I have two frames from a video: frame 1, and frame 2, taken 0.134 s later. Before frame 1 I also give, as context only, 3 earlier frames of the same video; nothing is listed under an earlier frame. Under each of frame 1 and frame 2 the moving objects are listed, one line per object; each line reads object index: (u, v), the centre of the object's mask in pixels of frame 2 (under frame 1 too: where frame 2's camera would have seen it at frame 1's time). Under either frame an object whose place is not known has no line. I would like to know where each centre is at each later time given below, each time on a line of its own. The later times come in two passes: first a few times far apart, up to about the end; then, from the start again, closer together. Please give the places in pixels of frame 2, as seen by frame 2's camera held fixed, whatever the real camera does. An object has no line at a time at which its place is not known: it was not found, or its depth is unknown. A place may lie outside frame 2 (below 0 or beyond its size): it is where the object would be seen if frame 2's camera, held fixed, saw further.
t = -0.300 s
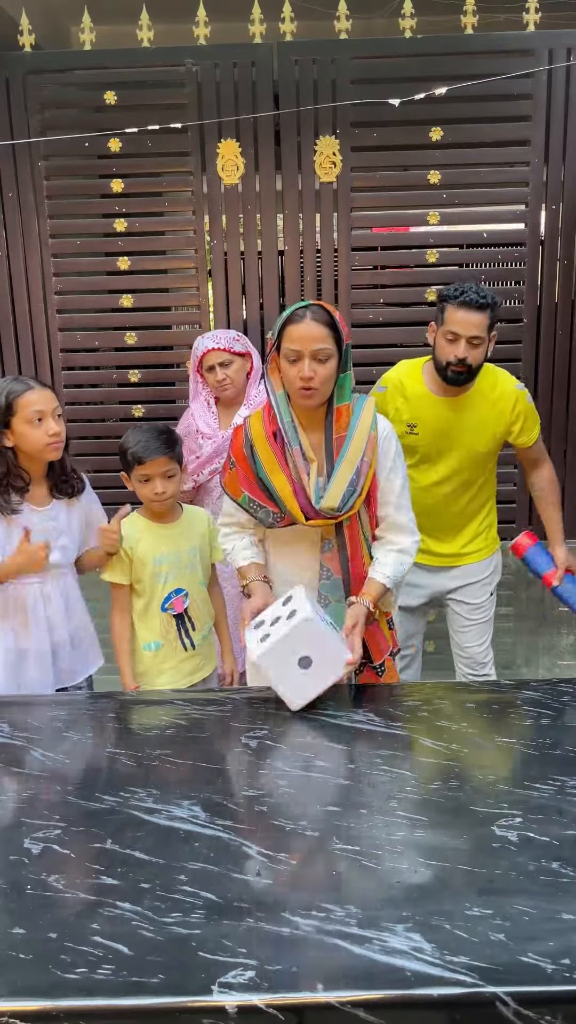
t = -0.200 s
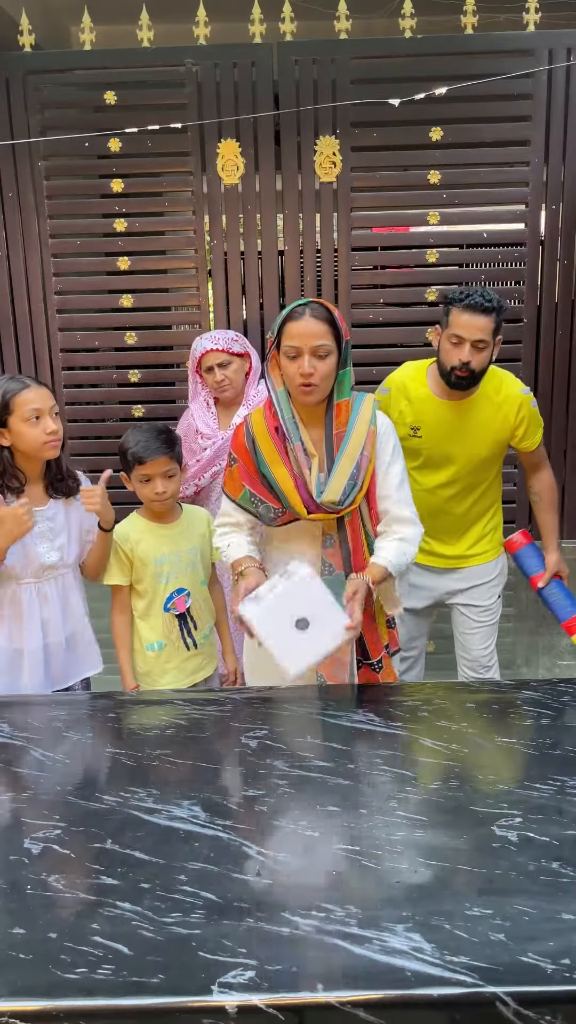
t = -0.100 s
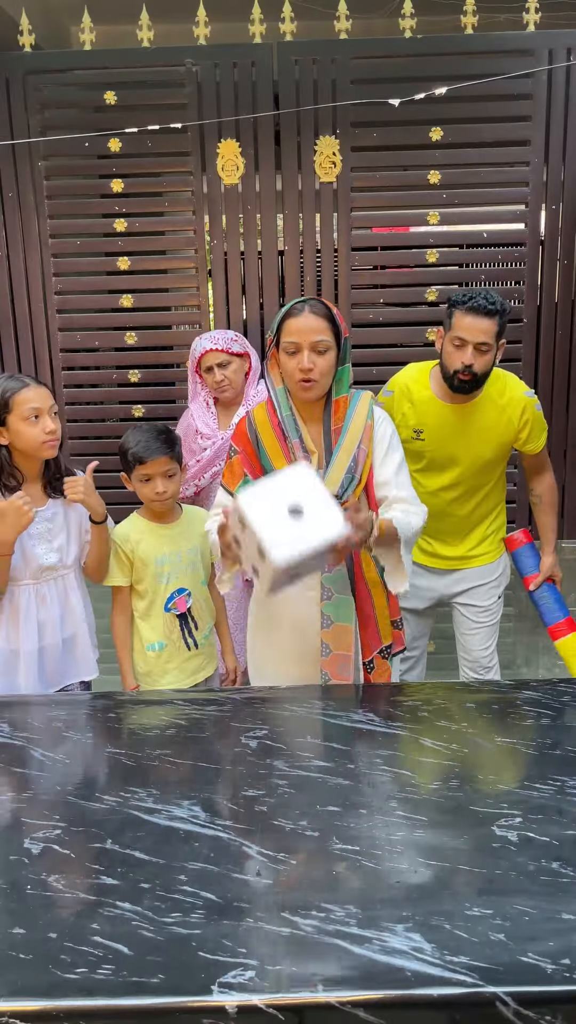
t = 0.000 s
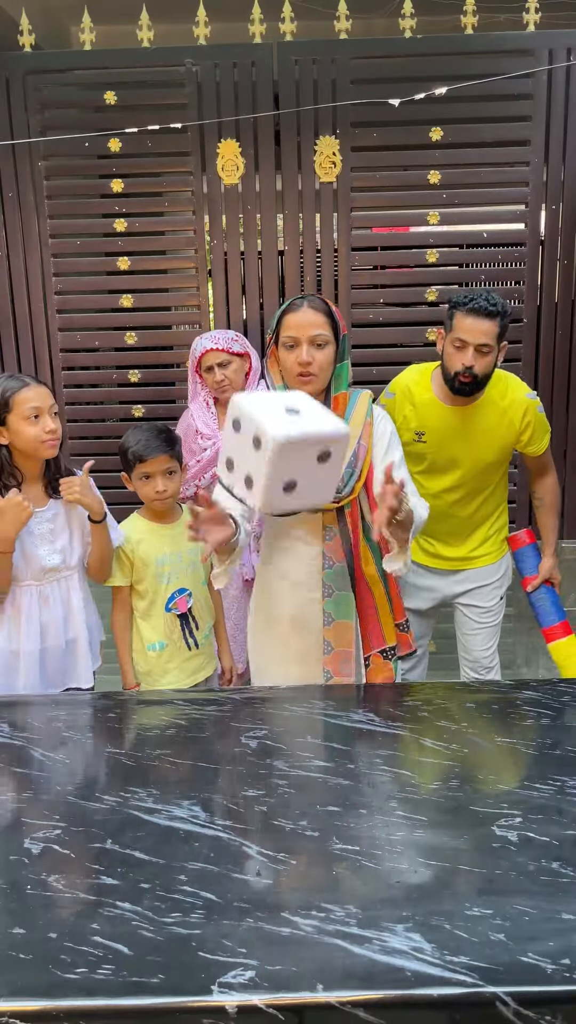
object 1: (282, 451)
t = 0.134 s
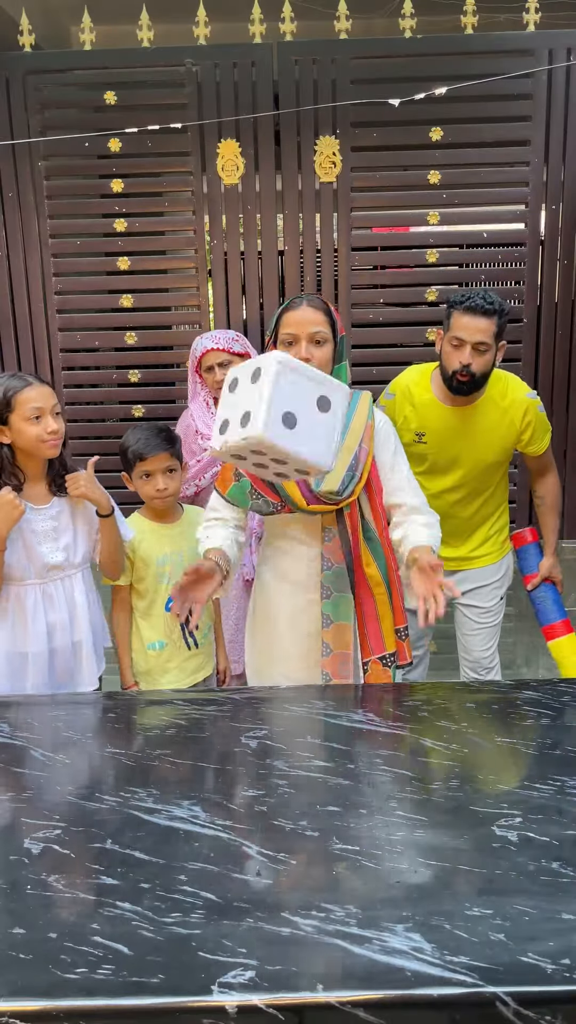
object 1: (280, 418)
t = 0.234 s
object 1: (279, 460)
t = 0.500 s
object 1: (277, 706)
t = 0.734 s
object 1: (237, 722)
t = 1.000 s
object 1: (224, 727)
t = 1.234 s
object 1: (236, 764)
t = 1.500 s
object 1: (235, 774)
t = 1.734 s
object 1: (235, 774)
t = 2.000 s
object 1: (235, 774)
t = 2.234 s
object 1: (235, 774)
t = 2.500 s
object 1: (235, 774)
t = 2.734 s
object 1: (235, 774)
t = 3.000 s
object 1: (235, 774)
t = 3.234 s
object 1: (235, 774)
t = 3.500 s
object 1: (235, 774)
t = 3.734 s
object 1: (235, 774)
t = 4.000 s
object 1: (235, 774)
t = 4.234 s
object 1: (235, 774)
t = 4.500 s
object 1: (235, 774)
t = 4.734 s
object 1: (235, 774)
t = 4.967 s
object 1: (235, 774)
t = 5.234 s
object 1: (235, 774)
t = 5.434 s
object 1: (235, 774)
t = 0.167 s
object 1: (279, 426)
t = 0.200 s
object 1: (279, 441)
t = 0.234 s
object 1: (279, 460)
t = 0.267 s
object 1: (279, 486)
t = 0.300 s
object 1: (280, 516)
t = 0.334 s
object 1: (279, 552)
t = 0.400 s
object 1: (278, 640)
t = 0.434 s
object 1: (279, 690)
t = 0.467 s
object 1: (282, 719)
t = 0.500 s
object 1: (277, 706)
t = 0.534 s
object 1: (272, 699)
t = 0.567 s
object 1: (268, 698)
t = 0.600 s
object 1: (263, 702)
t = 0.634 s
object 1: (259, 713)
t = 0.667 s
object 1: (254, 720)
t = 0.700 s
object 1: (245, 719)
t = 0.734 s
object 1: (237, 722)
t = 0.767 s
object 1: (232, 718)
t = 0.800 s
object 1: (227, 719)
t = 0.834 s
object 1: (224, 717)
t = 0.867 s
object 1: (222, 717)
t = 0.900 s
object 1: (221, 719)
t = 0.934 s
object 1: (221, 721)
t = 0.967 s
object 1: (222, 723)
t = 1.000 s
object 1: (224, 727)
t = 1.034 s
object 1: (228, 735)
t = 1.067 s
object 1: (232, 743)
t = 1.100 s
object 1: (236, 750)
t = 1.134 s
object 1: (240, 758)
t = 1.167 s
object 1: (239, 759)
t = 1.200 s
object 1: (237, 763)
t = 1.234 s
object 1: (236, 764)
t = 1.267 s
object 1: (235, 768)
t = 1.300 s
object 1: (235, 772)
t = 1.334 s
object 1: (235, 774)
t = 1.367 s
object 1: (234, 773)
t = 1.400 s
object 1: (235, 774)
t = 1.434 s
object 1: (235, 774)
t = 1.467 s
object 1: (235, 774)
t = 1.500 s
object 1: (235, 774)
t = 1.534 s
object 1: (235, 774)
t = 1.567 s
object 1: (235, 774)
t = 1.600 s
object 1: (235, 774)
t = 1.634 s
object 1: (235, 774)
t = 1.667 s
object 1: (235, 774)
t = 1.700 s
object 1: (235, 774)
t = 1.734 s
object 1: (235, 774)
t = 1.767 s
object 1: (235, 774)
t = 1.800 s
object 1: (235, 774)
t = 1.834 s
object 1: (235, 774)
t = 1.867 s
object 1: (235, 774)
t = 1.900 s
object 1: (235, 774)
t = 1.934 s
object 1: (235, 774)
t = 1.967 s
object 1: (235, 774)
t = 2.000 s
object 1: (235, 774)
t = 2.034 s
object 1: (235, 774)
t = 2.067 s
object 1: (235, 774)
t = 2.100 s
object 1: (235, 774)
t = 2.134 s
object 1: (235, 774)
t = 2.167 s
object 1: (235, 774)
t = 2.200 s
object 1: (235, 774)
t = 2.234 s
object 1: (235, 774)
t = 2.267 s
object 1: (235, 774)
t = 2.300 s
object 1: (235, 774)
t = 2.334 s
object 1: (235, 774)
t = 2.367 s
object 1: (235, 774)
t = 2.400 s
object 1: (235, 774)
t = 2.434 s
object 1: (235, 774)
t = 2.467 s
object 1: (235, 774)
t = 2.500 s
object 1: (235, 774)
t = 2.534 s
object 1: (235, 774)
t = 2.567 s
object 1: (235, 774)
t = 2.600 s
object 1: (235, 774)
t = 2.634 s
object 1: (235, 774)
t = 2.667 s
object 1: (235, 774)
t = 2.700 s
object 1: (235, 774)
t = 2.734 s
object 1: (235, 774)
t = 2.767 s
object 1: (235, 774)
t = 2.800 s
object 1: (235, 774)
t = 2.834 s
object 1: (235, 774)
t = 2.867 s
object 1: (235, 774)
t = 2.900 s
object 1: (235, 774)
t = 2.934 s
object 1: (235, 774)
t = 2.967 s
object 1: (235, 774)
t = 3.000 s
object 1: (235, 774)
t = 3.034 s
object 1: (235, 774)
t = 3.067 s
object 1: (235, 774)
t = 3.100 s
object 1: (235, 774)
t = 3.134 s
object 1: (235, 774)
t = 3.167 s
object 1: (235, 774)
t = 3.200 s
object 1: (235, 774)
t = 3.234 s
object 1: (235, 774)
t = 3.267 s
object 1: (235, 774)
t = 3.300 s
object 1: (235, 774)
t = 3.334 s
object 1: (235, 774)
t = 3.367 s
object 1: (235, 774)
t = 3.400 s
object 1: (235, 774)
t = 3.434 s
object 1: (235, 774)
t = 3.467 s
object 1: (235, 774)
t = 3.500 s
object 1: (235, 774)
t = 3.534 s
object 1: (235, 774)
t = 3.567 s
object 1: (235, 774)
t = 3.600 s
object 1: (235, 774)
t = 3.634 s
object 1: (235, 774)
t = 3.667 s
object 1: (235, 774)
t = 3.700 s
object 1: (235, 774)
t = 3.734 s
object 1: (235, 774)
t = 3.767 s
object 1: (235, 774)
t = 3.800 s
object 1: (235, 774)
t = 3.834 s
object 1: (235, 774)
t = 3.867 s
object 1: (235, 774)
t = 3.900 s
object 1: (235, 774)
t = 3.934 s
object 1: (235, 774)
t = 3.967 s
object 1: (235, 774)
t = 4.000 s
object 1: (235, 774)
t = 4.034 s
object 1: (235, 774)
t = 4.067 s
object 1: (235, 774)
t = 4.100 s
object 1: (235, 774)
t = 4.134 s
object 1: (235, 774)
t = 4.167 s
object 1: (235, 774)
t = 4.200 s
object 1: (235, 774)
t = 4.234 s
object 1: (235, 774)
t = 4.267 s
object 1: (235, 774)
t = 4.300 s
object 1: (235, 774)
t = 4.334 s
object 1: (235, 774)
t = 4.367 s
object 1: (235, 774)
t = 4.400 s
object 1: (235, 774)
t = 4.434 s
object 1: (235, 774)
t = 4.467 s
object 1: (235, 774)
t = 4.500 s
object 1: (235, 774)
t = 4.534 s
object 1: (235, 774)
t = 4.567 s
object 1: (235, 774)
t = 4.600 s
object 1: (235, 774)
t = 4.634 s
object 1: (235, 774)
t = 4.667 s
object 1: (235, 774)
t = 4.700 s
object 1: (235, 774)
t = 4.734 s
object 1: (235, 774)
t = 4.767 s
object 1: (235, 774)
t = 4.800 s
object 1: (235, 774)
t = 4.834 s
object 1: (235, 774)
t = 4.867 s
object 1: (235, 774)
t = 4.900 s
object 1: (235, 774)
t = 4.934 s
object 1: (235, 774)
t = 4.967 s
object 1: (235, 774)
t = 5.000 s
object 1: (235, 774)
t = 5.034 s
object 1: (235, 774)
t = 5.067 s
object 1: (235, 774)
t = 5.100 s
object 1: (235, 774)
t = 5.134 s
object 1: (235, 774)
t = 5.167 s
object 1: (235, 774)
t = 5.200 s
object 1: (235, 774)
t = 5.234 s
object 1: (235, 774)
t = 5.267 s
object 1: (235, 774)
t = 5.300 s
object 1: (235, 774)
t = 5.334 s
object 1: (235, 774)
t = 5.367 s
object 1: (235, 774)
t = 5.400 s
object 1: (235, 774)
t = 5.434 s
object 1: (235, 774)
